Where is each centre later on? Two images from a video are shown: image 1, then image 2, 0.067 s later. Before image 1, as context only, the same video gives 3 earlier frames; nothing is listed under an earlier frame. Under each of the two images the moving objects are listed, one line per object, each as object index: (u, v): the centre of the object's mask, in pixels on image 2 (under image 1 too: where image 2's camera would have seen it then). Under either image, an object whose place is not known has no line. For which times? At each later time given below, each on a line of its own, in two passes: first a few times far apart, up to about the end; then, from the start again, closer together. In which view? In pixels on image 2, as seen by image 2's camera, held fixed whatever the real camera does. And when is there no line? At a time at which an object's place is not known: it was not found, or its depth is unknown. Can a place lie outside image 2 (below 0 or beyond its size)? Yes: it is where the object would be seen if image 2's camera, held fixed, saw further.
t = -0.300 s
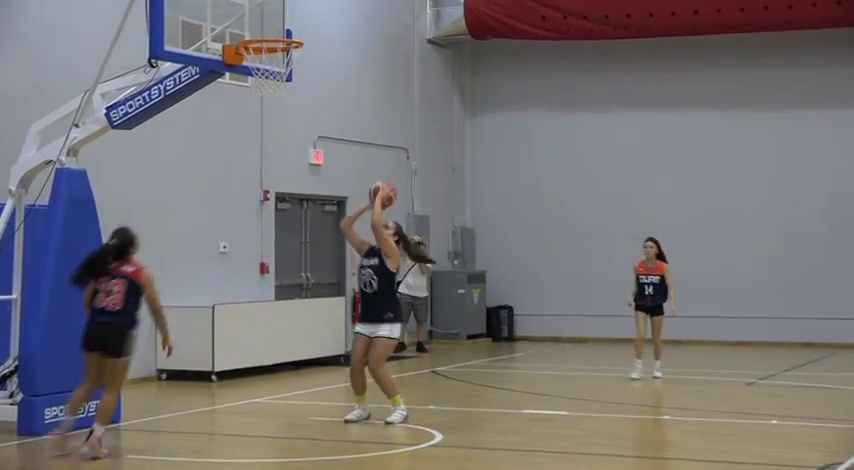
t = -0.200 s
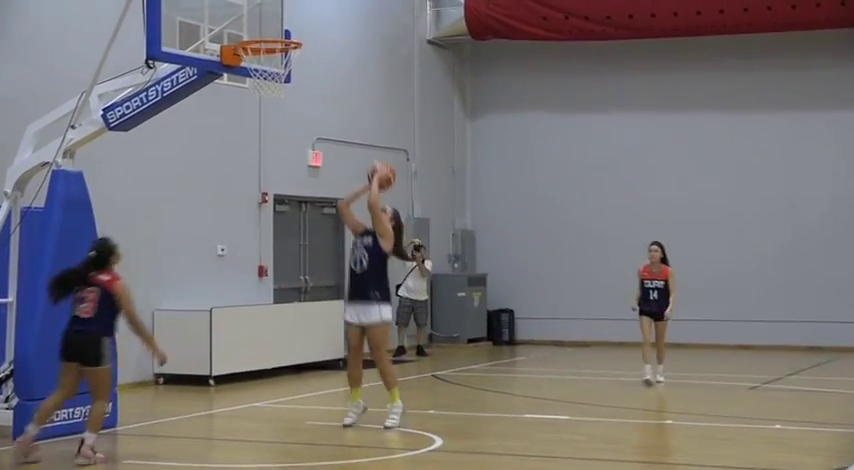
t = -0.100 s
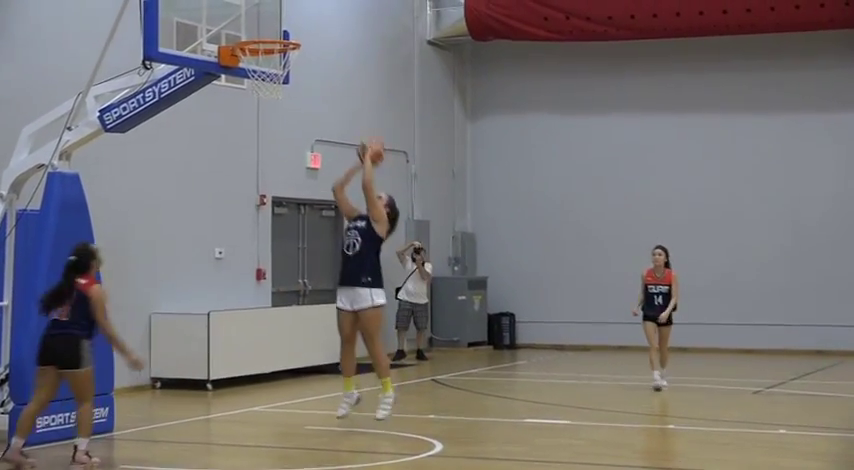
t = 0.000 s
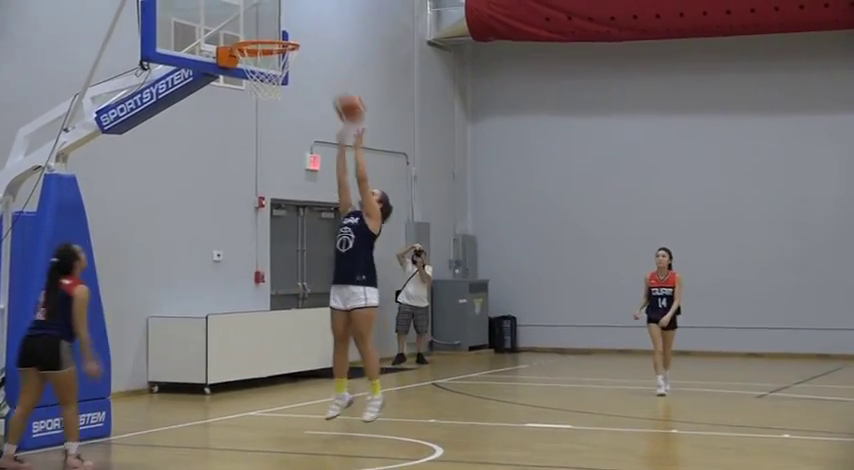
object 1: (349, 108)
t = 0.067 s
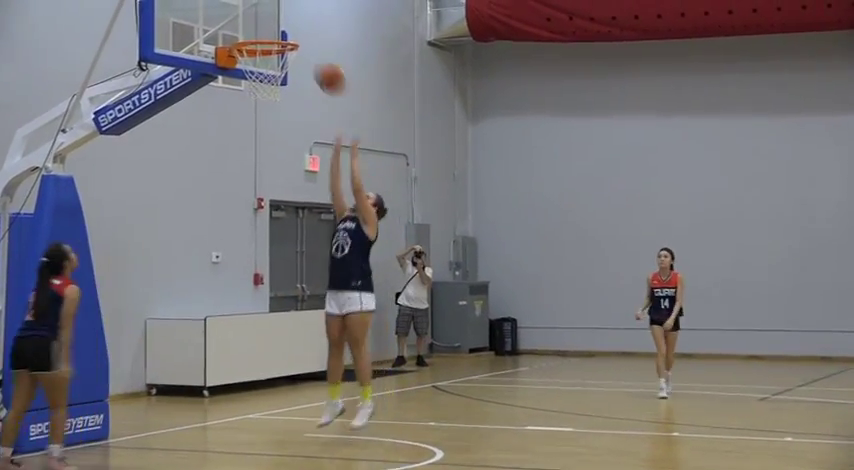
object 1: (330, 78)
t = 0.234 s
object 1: (283, 25)
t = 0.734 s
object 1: (285, 79)
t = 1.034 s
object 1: (274, 101)
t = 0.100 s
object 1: (320, 64)
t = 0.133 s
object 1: (312, 53)
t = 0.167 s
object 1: (304, 41)
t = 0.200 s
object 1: (294, 31)
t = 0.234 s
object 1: (283, 25)
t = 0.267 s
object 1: (273, 16)
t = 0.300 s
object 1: (263, 12)
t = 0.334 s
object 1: (253, 11)
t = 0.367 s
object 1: (250, 10)
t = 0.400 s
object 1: (251, 11)
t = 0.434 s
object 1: (252, 12)
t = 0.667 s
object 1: (272, 59)
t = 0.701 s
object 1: (279, 68)
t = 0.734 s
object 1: (285, 79)
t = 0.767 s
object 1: (288, 81)
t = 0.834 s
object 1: (288, 81)
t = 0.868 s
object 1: (286, 82)
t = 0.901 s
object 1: (283, 83)
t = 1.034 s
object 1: (274, 101)
